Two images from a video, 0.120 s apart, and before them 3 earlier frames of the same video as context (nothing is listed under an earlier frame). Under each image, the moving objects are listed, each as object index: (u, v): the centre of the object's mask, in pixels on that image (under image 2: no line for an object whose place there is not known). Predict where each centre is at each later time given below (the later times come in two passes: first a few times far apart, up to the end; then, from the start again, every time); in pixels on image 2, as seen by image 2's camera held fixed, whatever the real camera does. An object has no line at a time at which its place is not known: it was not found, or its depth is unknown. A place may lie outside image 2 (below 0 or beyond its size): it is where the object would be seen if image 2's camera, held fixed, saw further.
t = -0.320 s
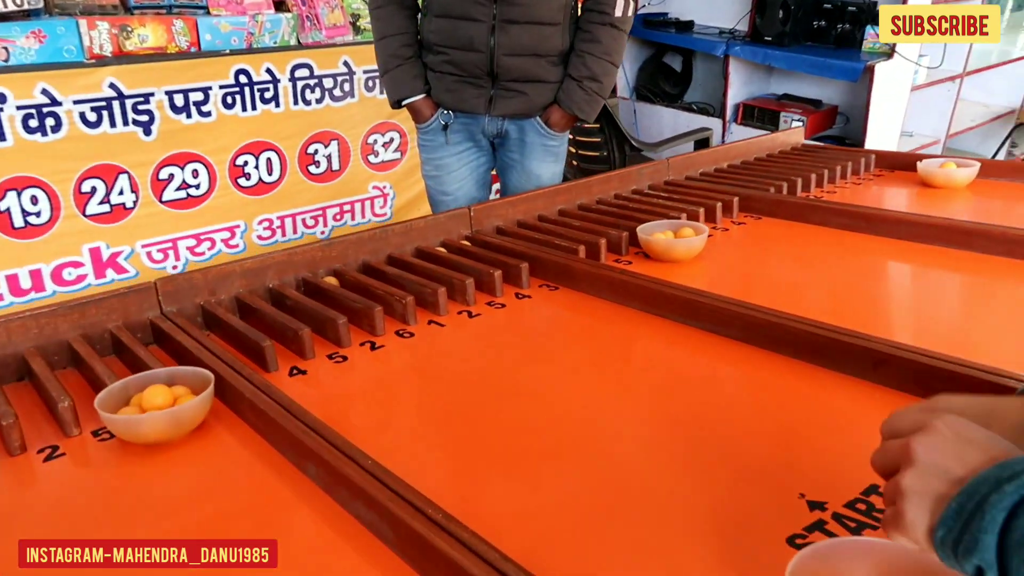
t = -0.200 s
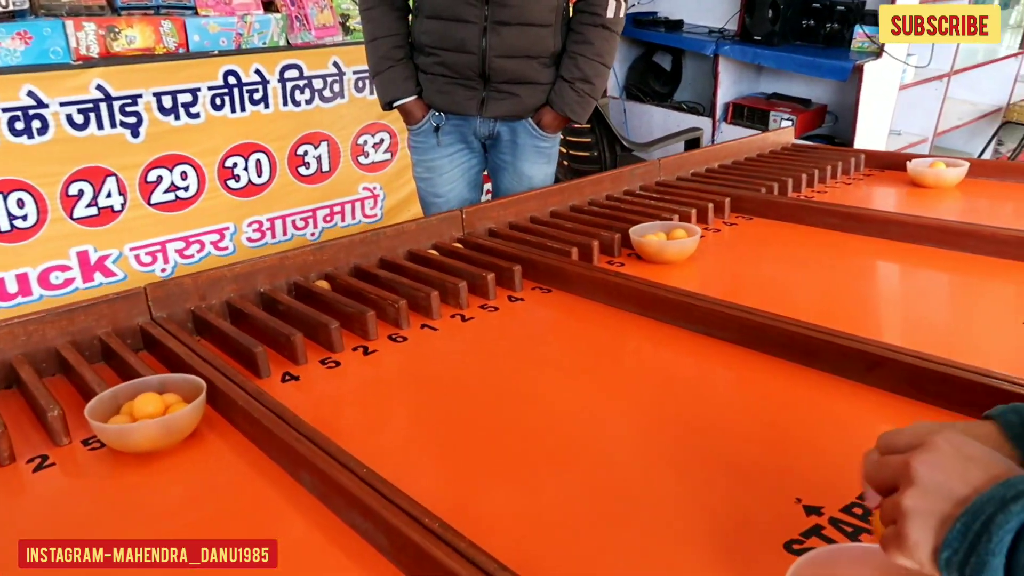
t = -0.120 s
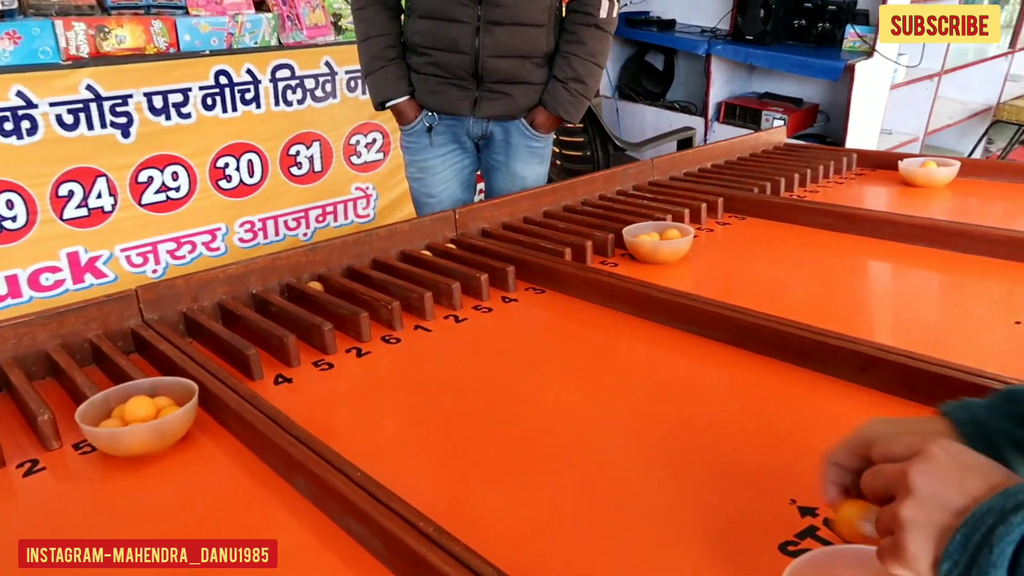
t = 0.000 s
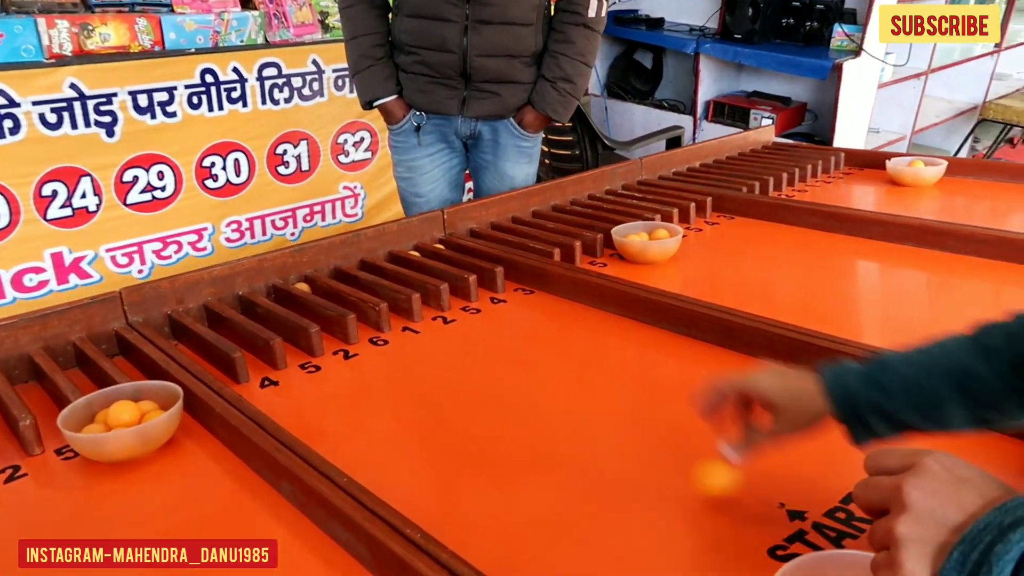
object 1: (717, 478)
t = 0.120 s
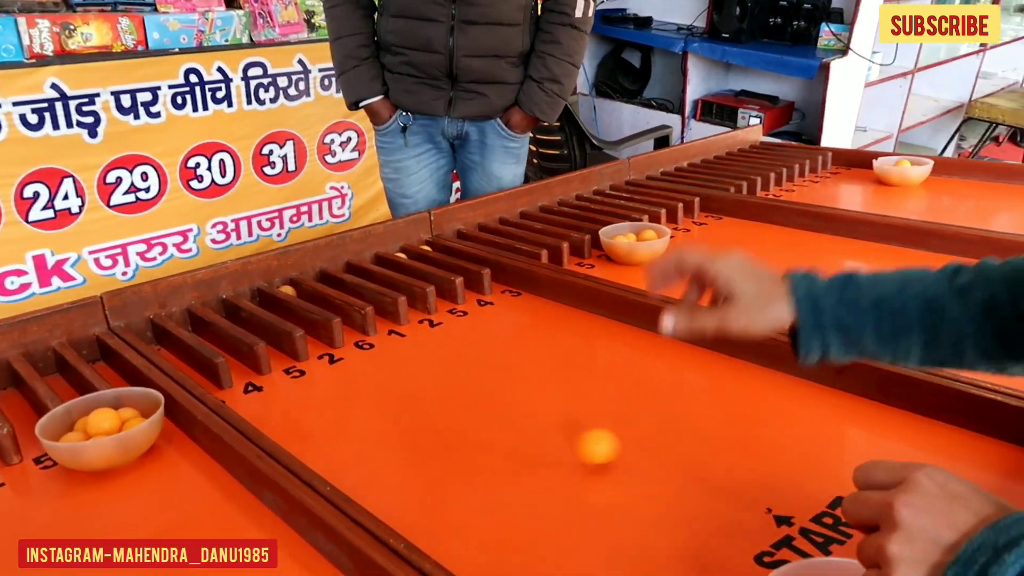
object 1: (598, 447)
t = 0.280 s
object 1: (499, 407)
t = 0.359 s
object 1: (455, 392)
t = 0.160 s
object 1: (571, 435)
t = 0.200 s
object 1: (546, 425)
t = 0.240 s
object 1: (522, 417)
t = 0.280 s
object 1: (499, 407)
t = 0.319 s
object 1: (477, 400)
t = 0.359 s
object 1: (455, 392)
